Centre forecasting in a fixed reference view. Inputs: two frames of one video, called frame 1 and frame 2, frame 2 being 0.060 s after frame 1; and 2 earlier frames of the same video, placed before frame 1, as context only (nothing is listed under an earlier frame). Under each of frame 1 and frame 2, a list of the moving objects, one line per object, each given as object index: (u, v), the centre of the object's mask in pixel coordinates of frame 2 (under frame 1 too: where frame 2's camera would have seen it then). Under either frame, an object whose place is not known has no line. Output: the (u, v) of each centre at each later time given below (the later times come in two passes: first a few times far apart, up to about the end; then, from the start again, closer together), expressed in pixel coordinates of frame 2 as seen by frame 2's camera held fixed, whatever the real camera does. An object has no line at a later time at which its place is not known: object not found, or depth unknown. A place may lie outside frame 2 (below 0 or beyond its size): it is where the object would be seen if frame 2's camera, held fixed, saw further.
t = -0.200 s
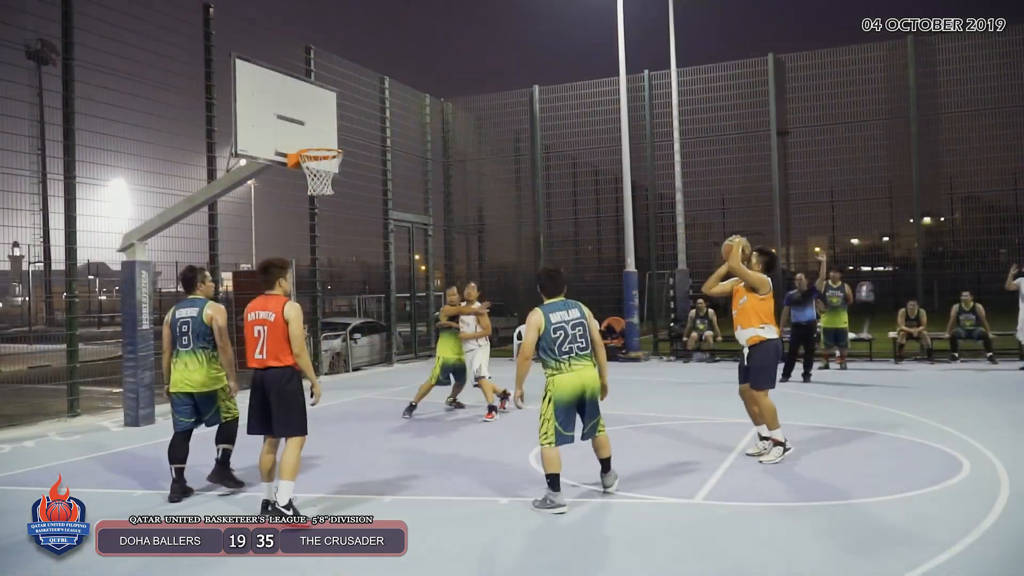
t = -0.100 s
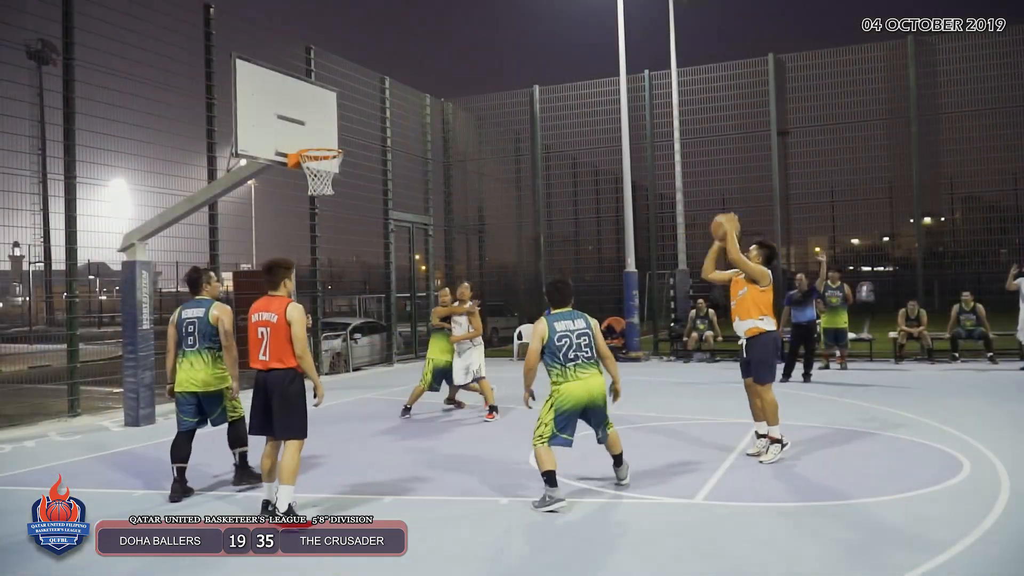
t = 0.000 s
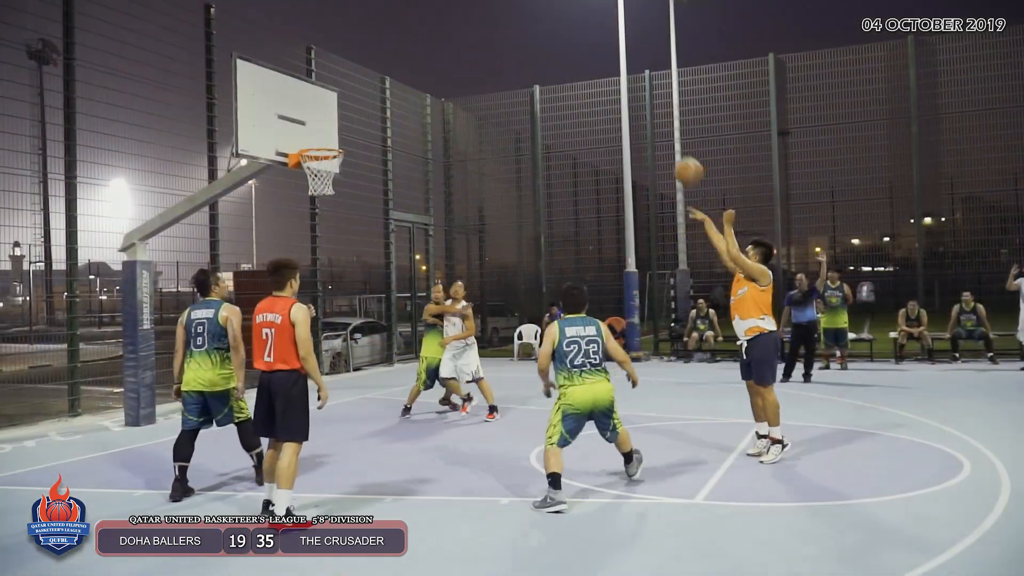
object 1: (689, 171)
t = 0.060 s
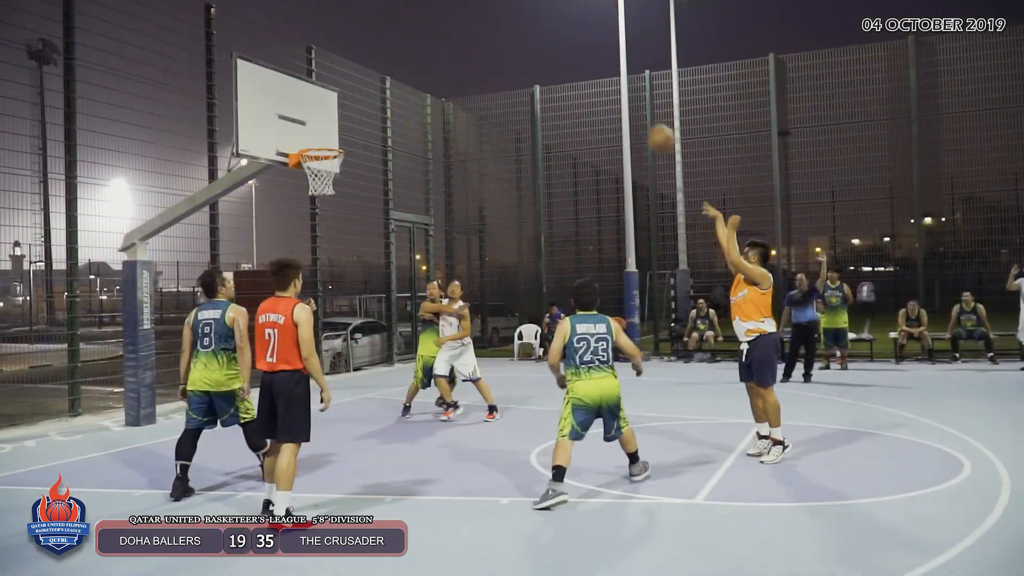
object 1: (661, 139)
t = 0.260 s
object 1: (577, 63)
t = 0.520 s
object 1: (481, 34)
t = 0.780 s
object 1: (397, 71)
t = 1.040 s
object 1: (331, 132)
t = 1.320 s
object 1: (312, 120)
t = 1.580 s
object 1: (341, 140)
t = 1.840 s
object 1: (338, 131)
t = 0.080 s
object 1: (652, 129)
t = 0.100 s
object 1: (644, 119)
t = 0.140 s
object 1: (627, 103)
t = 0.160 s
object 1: (618, 94)
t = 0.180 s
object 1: (609, 87)
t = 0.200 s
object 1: (601, 80)
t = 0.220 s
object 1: (593, 73)
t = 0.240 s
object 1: (585, 68)
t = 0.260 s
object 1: (577, 63)
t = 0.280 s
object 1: (569, 58)
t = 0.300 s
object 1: (561, 53)
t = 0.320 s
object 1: (554, 50)
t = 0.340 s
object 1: (546, 47)
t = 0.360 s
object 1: (539, 44)
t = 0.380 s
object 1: (531, 41)
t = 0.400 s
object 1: (524, 39)
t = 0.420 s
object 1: (516, 37)
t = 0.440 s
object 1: (509, 35)
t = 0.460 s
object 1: (502, 35)
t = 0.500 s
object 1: (489, 34)
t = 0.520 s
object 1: (481, 34)
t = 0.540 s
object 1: (474, 35)
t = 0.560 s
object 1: (468, 36)
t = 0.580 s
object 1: (461, 37)
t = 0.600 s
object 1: (454, 39)
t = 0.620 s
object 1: (447, 41)
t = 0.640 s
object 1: (441, 44)
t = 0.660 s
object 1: (434, 46)
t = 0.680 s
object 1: (428, 49)
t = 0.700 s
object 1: (422, 53)
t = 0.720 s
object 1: (416, 57)
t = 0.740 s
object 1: (409, 61)
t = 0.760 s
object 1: (403, 65)
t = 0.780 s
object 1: (397, 71)
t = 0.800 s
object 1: (391, 76)
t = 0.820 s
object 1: (385, 81)
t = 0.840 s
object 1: (380, 87)
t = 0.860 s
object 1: (373, 94)
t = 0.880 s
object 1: (367, 101)
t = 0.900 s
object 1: (361, 107)
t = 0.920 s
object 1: (355, 114)
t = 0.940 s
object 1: (349, 121)
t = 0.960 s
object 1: (344, 130)
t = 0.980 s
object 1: (339, 138)
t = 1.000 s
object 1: (335, 138)
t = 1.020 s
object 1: (333, 135)
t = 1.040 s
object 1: (331, 132)
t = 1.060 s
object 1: (328, 129)
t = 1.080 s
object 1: (326, 127)
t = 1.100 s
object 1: (324, 125)
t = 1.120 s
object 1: (322, 123)
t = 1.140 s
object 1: (319, 122)
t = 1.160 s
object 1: (317, 120)
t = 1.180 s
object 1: (315, 120)
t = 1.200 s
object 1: (313, 120)
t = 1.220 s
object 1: (311, 120)
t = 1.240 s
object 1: (309, 120)
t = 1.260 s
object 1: (306, 121)
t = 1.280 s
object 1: (307, 121)
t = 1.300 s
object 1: (309, 120)
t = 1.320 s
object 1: (312, 120)
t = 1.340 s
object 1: (314, 120)
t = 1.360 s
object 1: (317, 120)
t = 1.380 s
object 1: (319, 121)
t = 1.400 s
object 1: (322, 122)
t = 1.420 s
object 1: (324, 123)
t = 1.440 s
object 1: (327, 125)
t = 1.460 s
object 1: (329, 127)
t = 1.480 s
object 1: (332, 129)
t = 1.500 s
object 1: (334, 132)
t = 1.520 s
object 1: (336, 135)
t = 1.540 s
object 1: (338, 138)
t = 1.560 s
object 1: (341, 141)
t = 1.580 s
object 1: (341, 140)
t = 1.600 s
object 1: (340, 137)
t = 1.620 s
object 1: (340, 135)
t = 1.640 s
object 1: (340, 132)
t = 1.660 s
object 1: (340, 131)
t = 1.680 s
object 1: (340, 130)
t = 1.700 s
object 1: (340, 129)
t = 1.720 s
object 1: (339, 128)
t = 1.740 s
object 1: (339, 127)
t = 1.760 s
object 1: (339, 127)
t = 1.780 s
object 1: (339, 128)
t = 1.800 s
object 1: (339, 128)
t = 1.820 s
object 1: (339, 129)
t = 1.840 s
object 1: (338, 131)
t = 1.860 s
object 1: (338, 133)
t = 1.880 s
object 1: (338, 135)
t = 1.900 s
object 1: (338, 138)
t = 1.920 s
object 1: (338, 139)
